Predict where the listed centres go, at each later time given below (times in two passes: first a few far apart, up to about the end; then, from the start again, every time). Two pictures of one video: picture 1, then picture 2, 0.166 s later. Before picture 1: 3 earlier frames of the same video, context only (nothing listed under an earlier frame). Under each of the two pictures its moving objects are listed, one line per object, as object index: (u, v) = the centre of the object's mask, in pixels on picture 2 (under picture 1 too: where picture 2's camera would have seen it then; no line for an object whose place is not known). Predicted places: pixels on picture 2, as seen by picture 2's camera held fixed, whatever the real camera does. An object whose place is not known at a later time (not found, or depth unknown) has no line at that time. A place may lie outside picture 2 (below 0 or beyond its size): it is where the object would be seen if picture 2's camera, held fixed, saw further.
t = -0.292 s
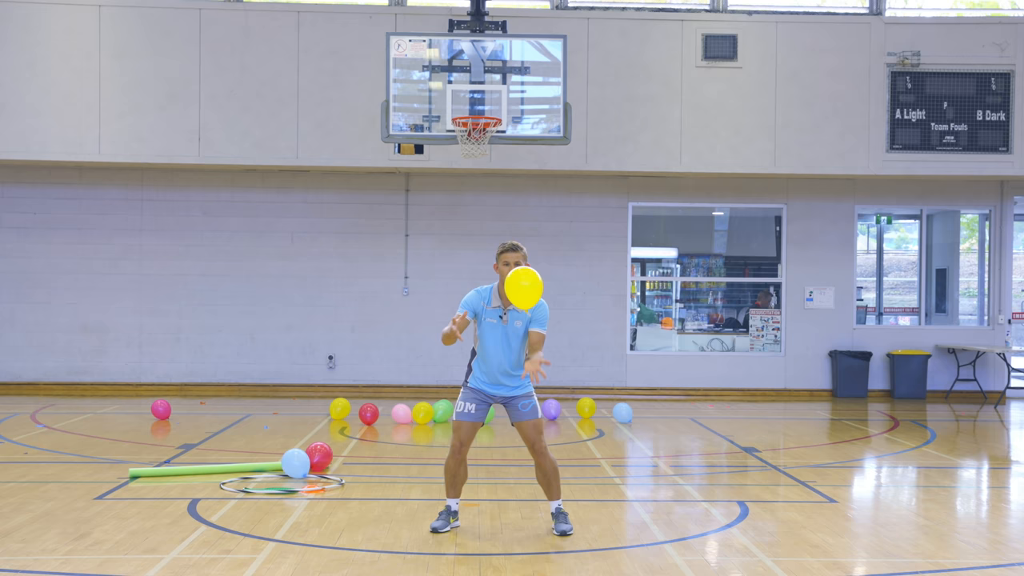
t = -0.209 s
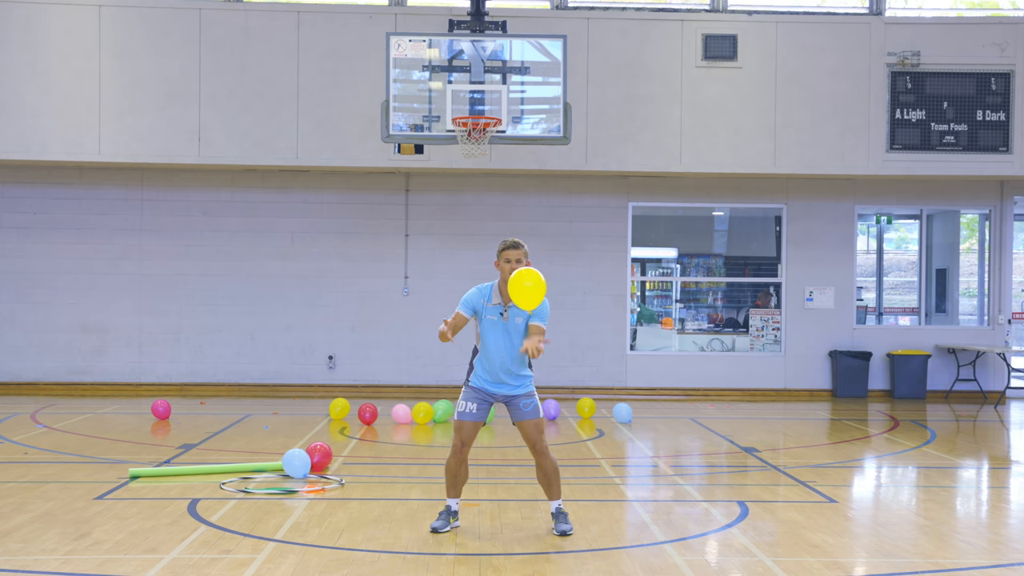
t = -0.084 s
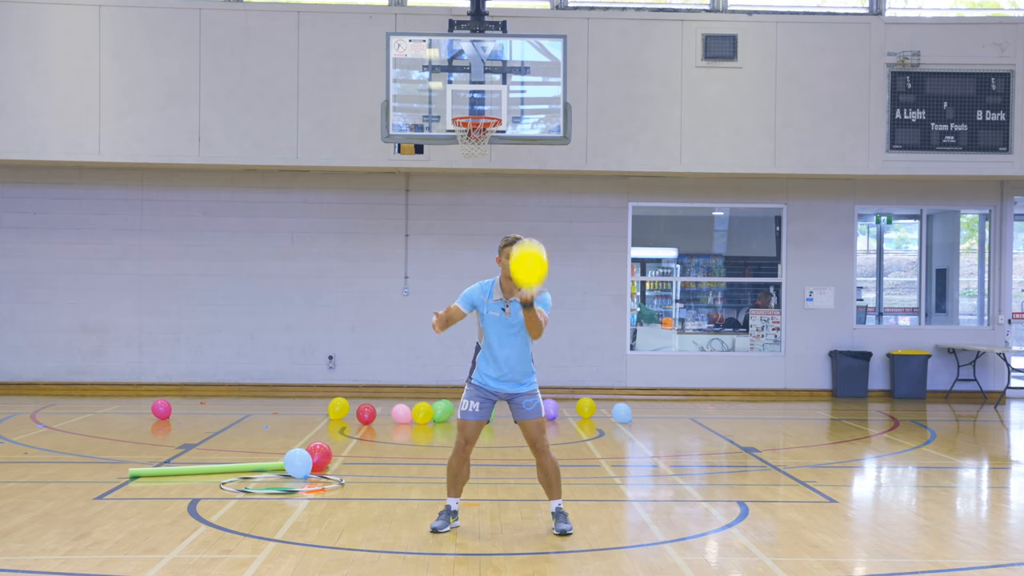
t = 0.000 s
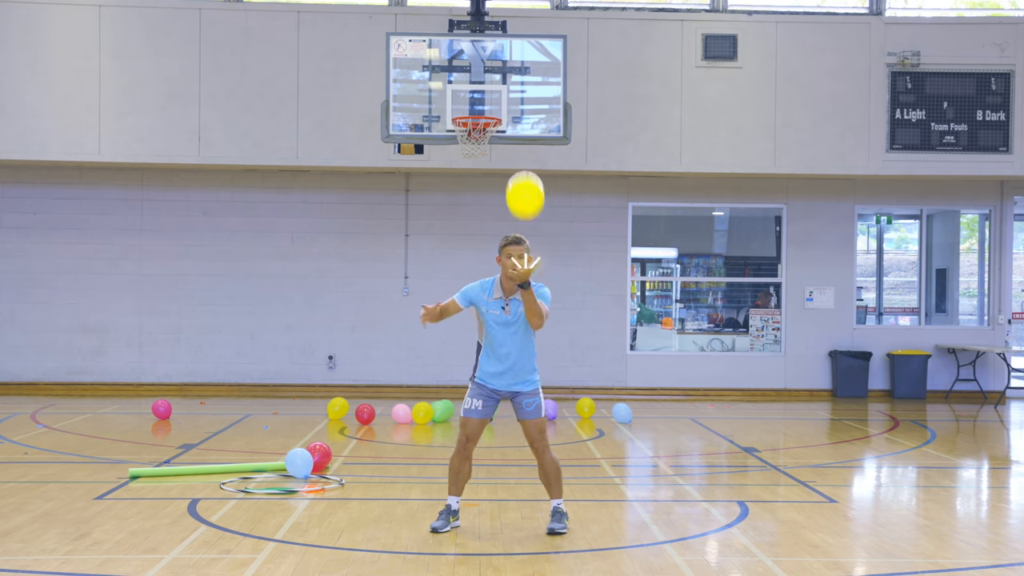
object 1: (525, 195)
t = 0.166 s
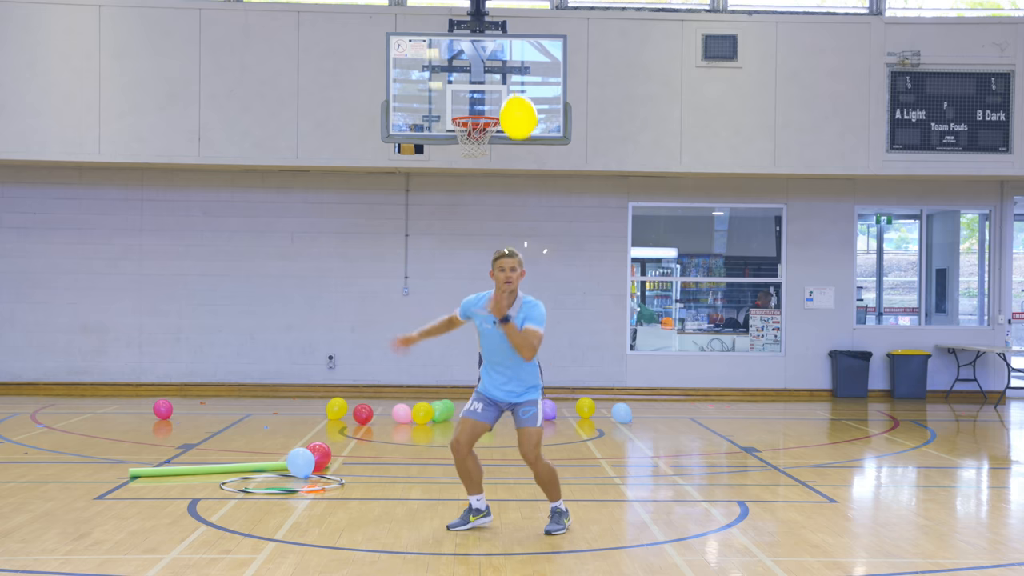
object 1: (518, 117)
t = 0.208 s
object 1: (516, 105)
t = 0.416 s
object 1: (517, 76)
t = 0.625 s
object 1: (525, 72)
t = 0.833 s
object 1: (530, 70)
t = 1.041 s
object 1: (536, 76)
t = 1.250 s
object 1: (544, 91)
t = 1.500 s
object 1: (553, 120)
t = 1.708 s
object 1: (558, 155)
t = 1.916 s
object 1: (561, 190)
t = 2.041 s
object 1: (559, 210)
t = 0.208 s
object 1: (516, 105)
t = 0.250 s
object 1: (515, 96)
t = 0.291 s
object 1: (515, 88)
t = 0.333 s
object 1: (515, 82)
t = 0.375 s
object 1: (516, 78)
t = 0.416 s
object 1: (517, 76)
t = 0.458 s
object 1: (519, 74)
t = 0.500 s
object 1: (520, 73)
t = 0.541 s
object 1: (522, 72)
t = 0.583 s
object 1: (524, 72)
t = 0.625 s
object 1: (525, 72)
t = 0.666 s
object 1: (526, 72)
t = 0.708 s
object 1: (527, 72)
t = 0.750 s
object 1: (528, 71)
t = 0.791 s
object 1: (529, 71)
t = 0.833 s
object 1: (530, 70)
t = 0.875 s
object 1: (531, 70)
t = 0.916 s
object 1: (532, 71)
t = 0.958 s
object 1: (533, 72)
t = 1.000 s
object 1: (535, 74)
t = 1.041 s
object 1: (536, 76)
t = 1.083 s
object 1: (537, 78)
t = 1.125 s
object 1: (539, 81)
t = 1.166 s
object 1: (541, 84)
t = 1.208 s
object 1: (543, 87)
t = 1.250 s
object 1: (544, 91)
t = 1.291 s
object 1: (546, 94)
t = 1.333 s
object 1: (548, 98)
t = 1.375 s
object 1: (549, 103)
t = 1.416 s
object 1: (550, 109)
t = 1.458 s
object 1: (552, 115)
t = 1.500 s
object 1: (553, 120)
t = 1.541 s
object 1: (554, 127)
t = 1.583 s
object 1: (555, 133)
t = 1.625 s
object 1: (556, 140)
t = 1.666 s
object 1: (557, 147)
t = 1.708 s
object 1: (558, 155)
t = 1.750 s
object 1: (559, 162)
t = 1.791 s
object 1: (560, 169)
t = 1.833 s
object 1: (560, 176)
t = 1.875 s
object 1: (561, 183)
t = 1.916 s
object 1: (561, 190)
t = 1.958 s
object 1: (560, 197)
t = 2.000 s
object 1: (560, 203)
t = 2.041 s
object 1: (559, 210)
